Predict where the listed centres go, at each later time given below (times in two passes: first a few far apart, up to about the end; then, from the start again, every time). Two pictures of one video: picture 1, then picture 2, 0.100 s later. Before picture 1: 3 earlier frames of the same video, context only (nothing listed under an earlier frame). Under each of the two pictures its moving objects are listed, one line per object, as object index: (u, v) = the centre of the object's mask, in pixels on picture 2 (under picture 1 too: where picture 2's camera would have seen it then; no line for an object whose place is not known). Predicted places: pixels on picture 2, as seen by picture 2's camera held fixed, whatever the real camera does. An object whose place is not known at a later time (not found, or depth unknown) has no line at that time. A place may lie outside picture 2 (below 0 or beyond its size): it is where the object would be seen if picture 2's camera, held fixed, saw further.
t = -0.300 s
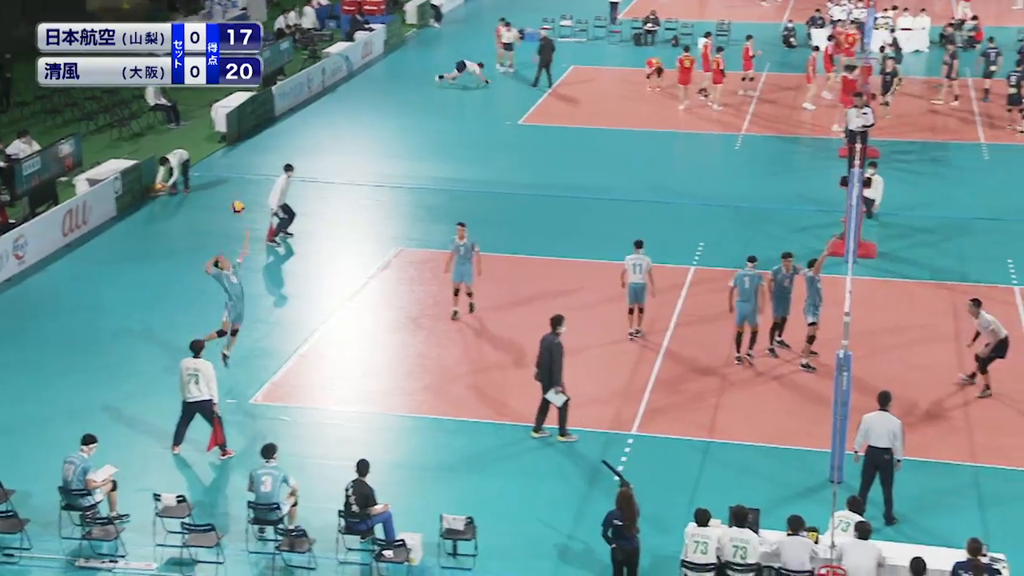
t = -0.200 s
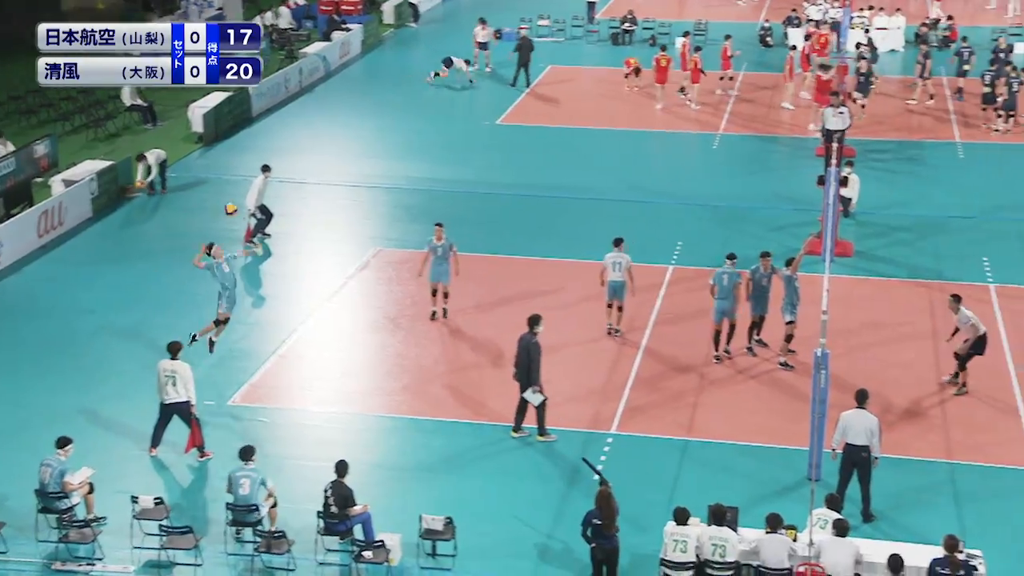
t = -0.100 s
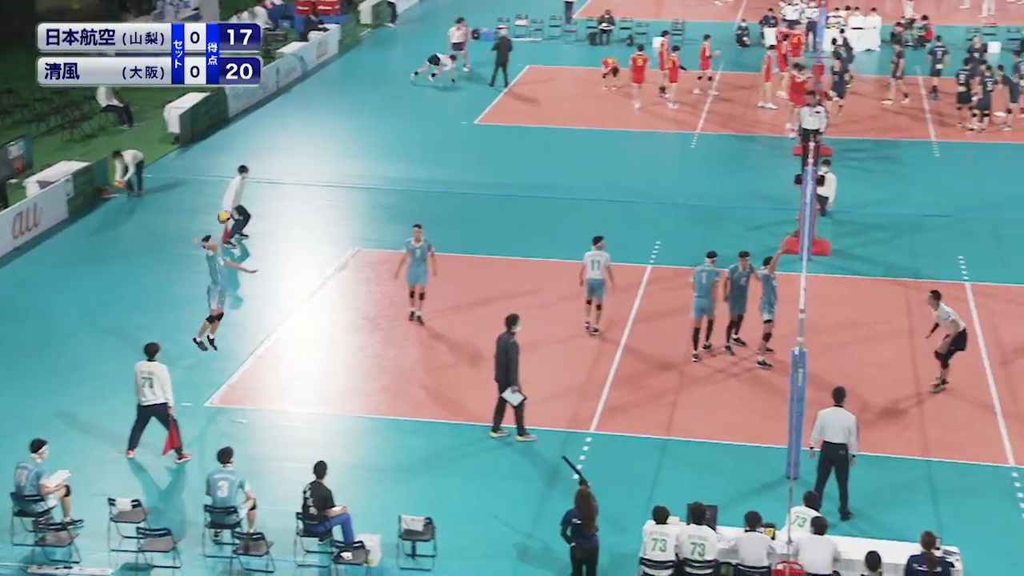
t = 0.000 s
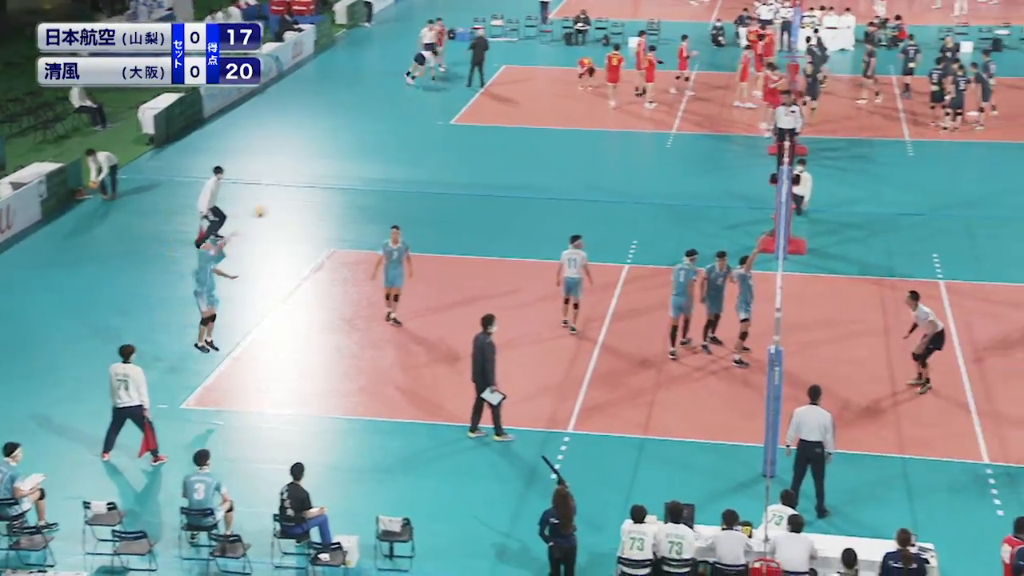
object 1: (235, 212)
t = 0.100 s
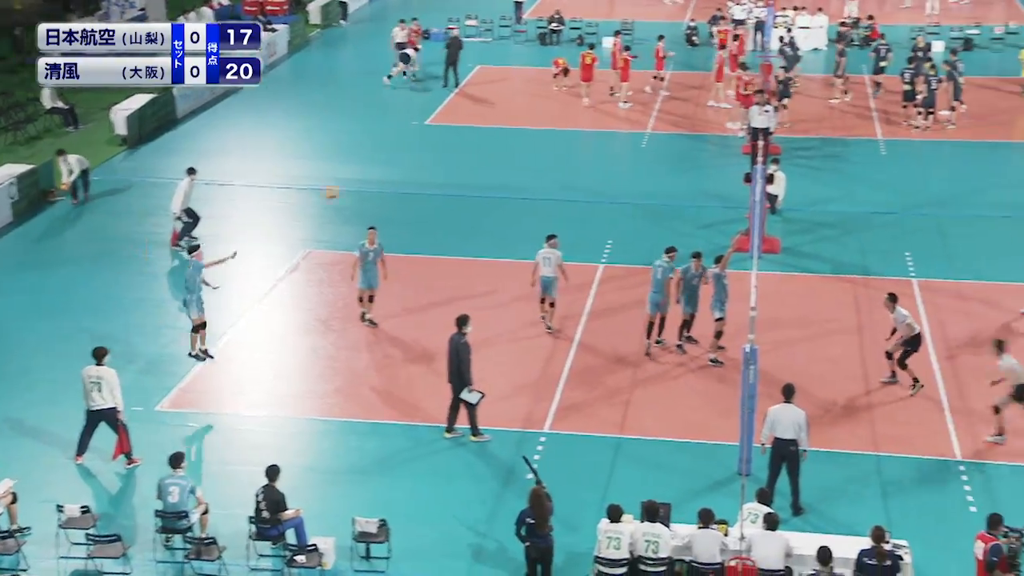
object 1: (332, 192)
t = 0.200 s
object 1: (422, 178)
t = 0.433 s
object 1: (612, 168)
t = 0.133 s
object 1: (362, 187)
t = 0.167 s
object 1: (392, 182)
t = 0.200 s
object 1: (422, 178)
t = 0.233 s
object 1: (451, 174)
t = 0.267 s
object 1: (479, 172)
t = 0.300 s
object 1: (507, 171)
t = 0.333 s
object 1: (534, 169)
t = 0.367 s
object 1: (561, 168)
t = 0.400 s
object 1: (587, 168)
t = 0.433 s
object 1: (612, 168)
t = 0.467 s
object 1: (637, 168)
